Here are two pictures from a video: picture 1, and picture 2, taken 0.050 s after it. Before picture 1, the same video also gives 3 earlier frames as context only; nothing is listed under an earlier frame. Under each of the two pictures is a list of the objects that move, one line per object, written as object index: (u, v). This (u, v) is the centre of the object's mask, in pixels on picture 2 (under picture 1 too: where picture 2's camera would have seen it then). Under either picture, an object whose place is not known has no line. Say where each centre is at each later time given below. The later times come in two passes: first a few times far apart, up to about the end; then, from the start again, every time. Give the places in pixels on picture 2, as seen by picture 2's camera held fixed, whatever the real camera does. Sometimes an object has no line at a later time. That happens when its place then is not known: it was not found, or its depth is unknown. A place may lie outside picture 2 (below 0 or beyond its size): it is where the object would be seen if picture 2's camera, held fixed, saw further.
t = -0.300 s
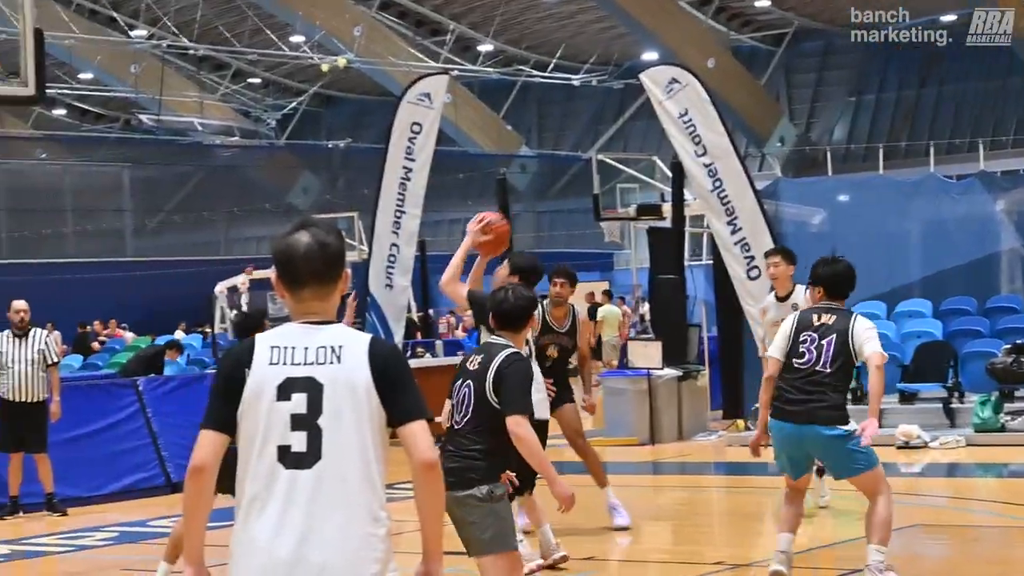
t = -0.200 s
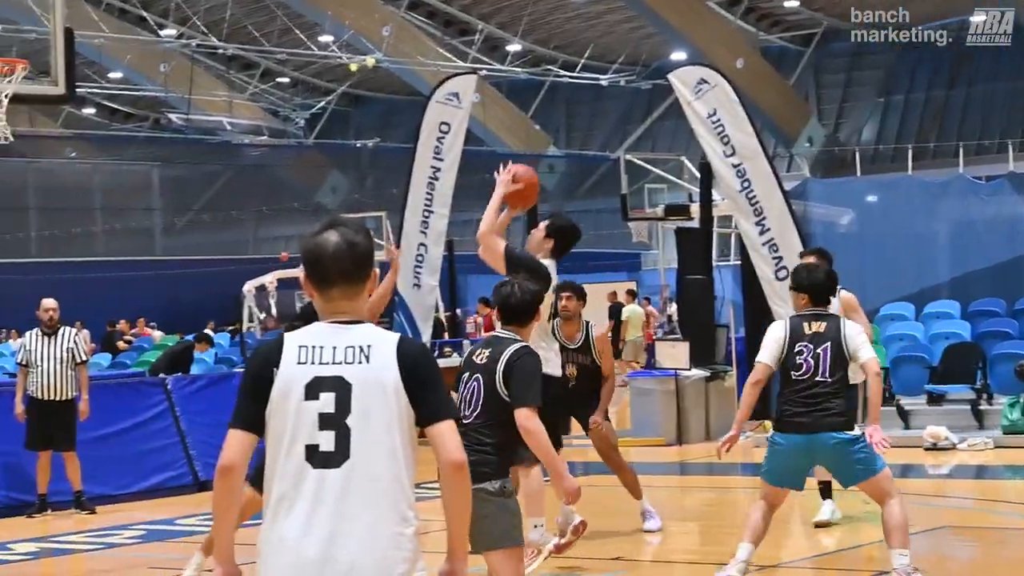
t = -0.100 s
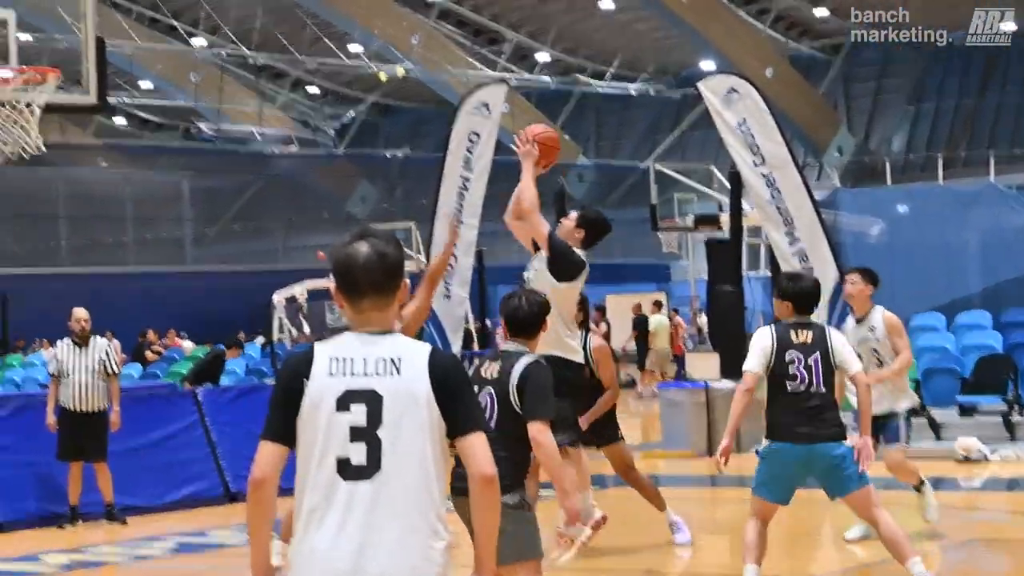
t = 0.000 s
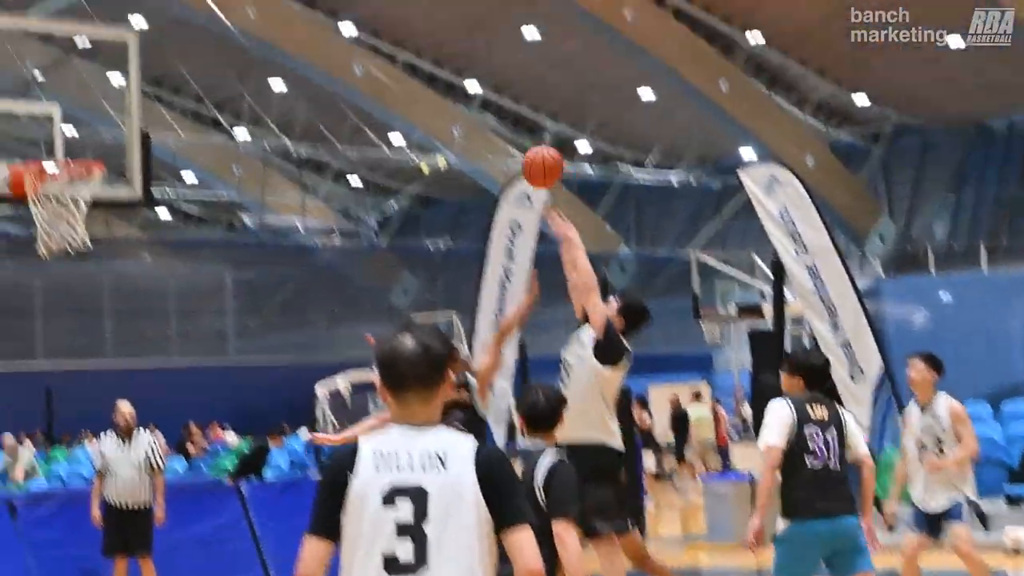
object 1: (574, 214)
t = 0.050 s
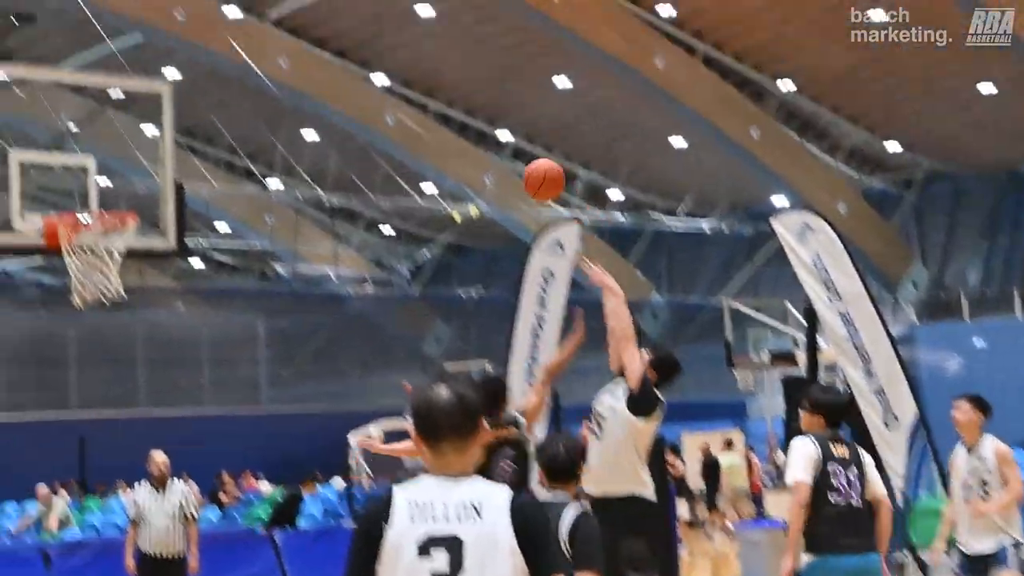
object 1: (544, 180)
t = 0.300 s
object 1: (399, 65)
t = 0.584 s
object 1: (243, 63)
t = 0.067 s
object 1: (534, 169)
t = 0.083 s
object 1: (524, 158)
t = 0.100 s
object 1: (514, 148)
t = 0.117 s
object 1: (504, 139)
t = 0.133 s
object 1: (494, 130)
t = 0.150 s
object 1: (485, 121)
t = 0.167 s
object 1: (475, 114)
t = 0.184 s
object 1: (466, 106)
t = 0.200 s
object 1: (456, 99)
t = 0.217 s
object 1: (447, 92)
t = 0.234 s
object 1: (437, 86)
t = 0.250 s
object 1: (428, 80)
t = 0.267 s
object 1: (418, 74)
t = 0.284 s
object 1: (409, 70)
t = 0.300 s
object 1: (399, 65)
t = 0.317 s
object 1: (390, 61)
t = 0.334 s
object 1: (380, 58)
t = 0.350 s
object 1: (371, 55)
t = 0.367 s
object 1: (362, 53)
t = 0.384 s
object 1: (353, 51)
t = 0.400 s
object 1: (343, 49)
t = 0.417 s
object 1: (334, 48)
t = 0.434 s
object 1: (325, 48)
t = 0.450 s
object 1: (316, 47)
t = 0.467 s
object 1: (306, 48)
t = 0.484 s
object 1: (297, 49)
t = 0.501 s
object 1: (288, 50)
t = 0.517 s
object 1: (279, 51)
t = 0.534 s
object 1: (270, 54)
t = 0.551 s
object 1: (260, 56)
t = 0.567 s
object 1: (251, 59)
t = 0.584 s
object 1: (243, 63)
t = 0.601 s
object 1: (232, 67)
